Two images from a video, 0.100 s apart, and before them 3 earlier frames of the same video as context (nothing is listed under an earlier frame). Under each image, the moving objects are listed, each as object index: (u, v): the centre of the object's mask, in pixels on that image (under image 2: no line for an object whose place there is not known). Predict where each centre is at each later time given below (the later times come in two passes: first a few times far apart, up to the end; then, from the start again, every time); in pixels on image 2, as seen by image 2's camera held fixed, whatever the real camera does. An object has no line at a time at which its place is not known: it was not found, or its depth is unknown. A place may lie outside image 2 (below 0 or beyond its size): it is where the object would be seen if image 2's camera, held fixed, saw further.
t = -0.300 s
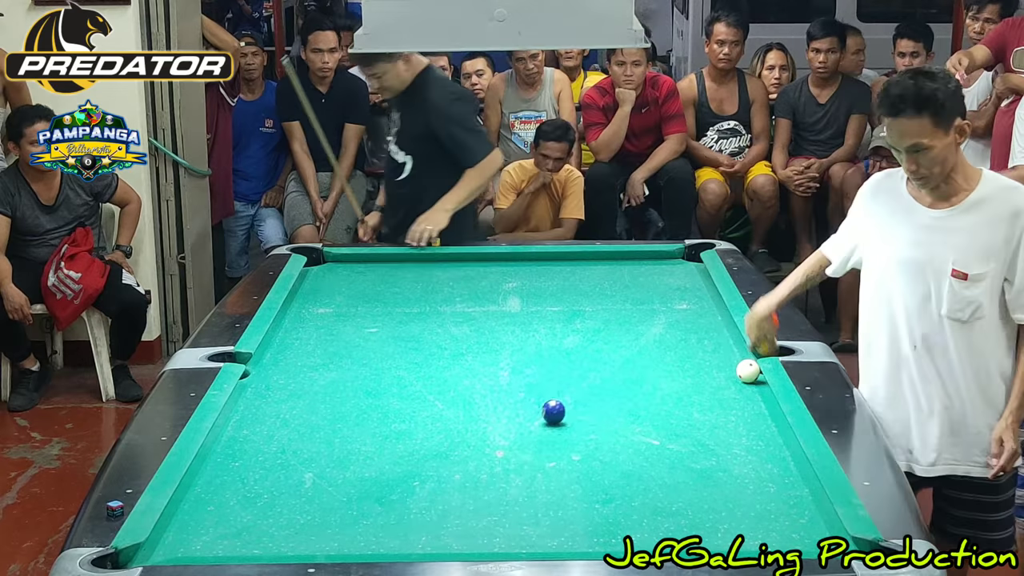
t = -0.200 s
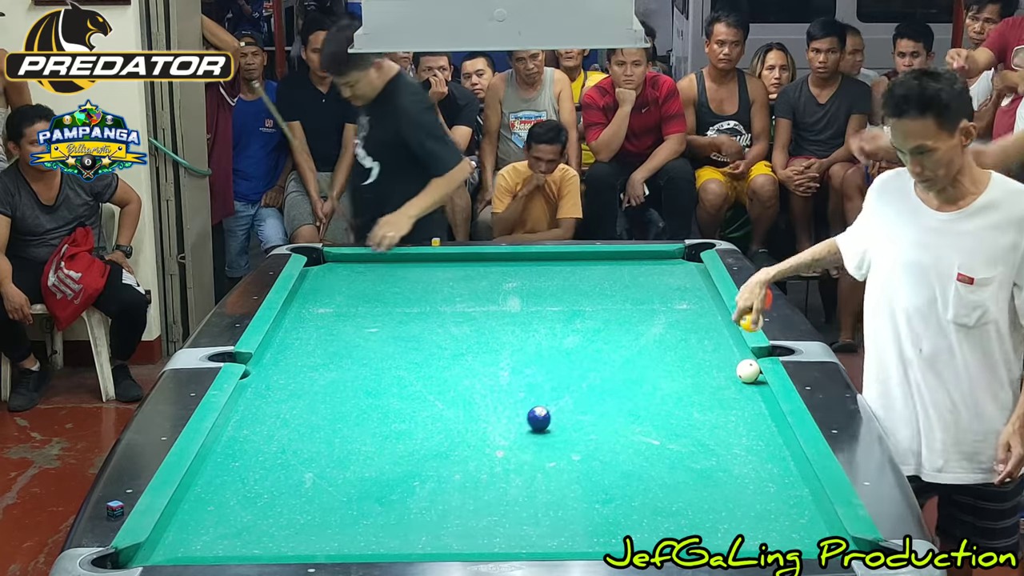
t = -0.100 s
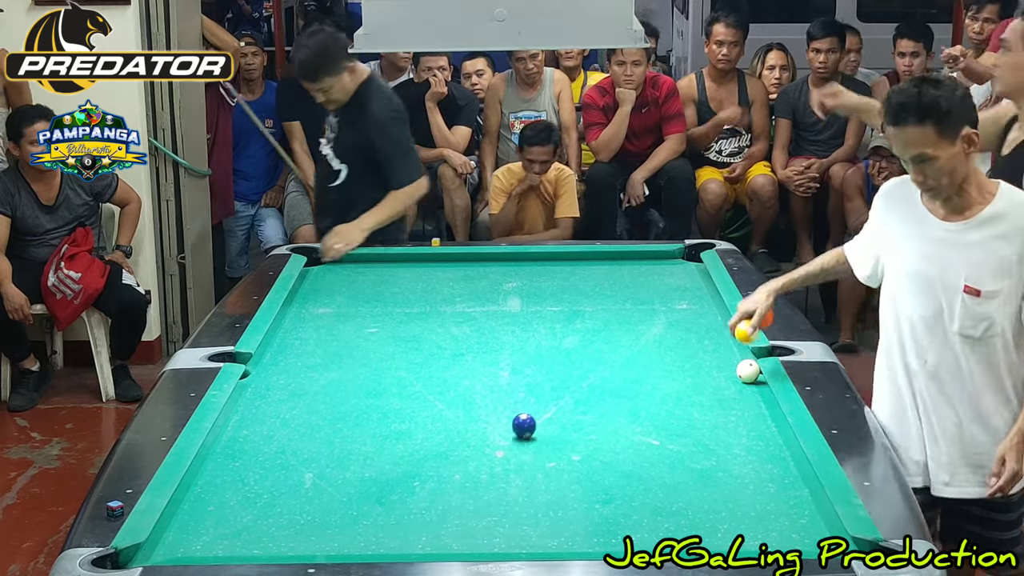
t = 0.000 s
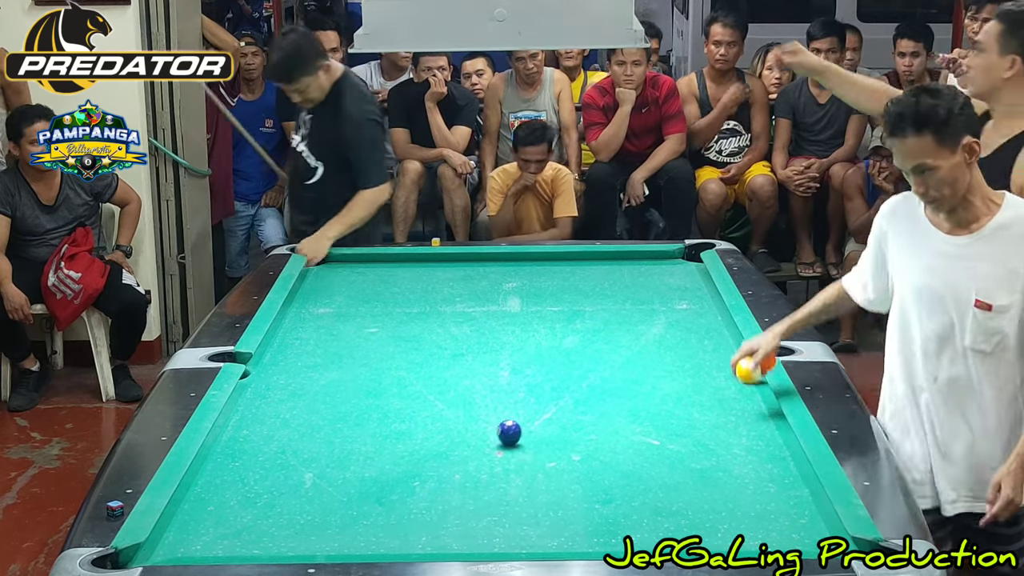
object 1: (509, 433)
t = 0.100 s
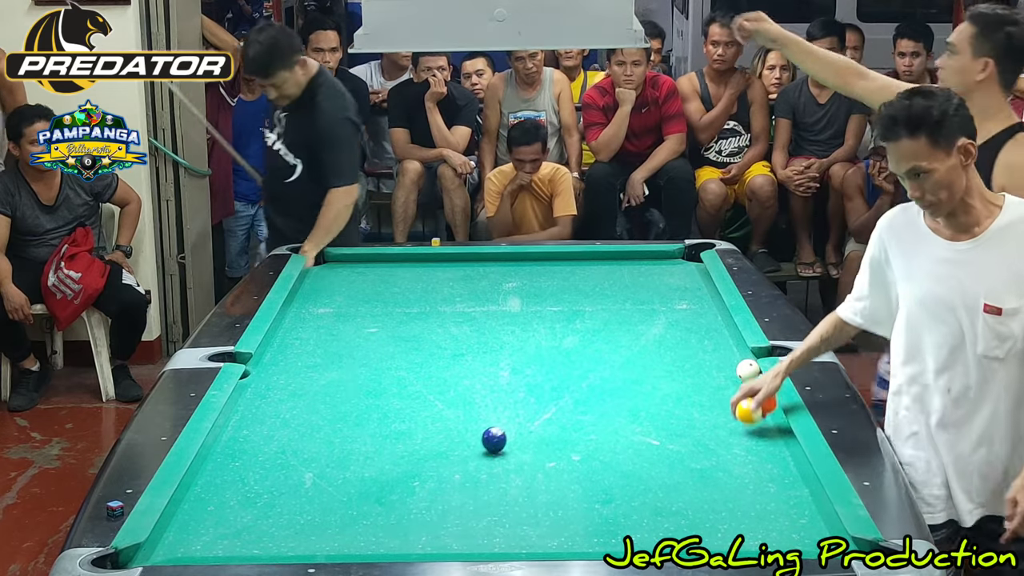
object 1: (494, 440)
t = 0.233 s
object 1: (473, 450)
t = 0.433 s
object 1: (443, 464)
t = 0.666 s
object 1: (405, 482)
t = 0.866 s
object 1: (373, 497)
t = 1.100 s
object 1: (334, 515)
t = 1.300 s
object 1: (300, 531)
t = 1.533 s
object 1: (260, 545)
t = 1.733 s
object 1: (239, 546)
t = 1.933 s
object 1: (227, 543)
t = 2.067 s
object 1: (219, 540)
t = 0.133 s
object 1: (489, 442)
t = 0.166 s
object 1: (484, 445)
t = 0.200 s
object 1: (479, 447)
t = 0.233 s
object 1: (473, 450)
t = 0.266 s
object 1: (468, 452)
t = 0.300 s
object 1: (463, 455)
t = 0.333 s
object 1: (458, 457)
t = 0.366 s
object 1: (453, 459)
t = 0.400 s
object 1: (448, 461)
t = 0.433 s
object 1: (443, 464)
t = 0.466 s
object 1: (437, 467)
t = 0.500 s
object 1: (432, 469)
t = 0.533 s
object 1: (427, 472)
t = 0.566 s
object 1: (421, 474)
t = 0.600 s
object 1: (416, 476)
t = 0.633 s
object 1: (411, 479)
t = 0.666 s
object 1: (405, 482)
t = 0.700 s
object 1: (400, 484)
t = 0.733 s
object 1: (394, 487)
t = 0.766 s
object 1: (389, 489)
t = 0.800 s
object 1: (384, 492)
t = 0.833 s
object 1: (378, 494)
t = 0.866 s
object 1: (373, 497)
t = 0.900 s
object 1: (367, 499)
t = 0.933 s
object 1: (362, 502)
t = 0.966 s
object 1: (356, 505)
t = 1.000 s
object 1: (351, 507)
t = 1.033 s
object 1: (345, 510)
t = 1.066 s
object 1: (339, 512)
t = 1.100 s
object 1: (334, 515)
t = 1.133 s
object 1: (328, 517)
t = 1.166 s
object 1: (323, 520)
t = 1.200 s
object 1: (317, 523)
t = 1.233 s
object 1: (311, 525)
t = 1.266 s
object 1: (306, 528)
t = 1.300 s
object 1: (300, 531)
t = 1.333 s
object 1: (294, 534)
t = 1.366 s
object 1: (289, 537)
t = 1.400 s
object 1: (283, 538)
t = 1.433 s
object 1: (278, 540)
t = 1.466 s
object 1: (272, 542)
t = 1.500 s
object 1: (266, 543)
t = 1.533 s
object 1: (260, 545)
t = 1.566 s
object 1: (255, 546)
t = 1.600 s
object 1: (249, 548)
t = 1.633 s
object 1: (246, 548)
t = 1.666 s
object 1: (243, 547)
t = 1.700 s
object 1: (241, 547)
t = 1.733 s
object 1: (239, 546)
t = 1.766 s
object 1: (237, 546)
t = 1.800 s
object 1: (235, 545)
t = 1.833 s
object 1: (233, 544)
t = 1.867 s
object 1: (231, 544)
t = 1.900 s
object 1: (229, 543)
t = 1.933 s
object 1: (227, 543)
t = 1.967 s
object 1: (225, 542)
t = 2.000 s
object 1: (223, 541)
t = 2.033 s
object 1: (221, 541)
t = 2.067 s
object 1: (219, 540)
